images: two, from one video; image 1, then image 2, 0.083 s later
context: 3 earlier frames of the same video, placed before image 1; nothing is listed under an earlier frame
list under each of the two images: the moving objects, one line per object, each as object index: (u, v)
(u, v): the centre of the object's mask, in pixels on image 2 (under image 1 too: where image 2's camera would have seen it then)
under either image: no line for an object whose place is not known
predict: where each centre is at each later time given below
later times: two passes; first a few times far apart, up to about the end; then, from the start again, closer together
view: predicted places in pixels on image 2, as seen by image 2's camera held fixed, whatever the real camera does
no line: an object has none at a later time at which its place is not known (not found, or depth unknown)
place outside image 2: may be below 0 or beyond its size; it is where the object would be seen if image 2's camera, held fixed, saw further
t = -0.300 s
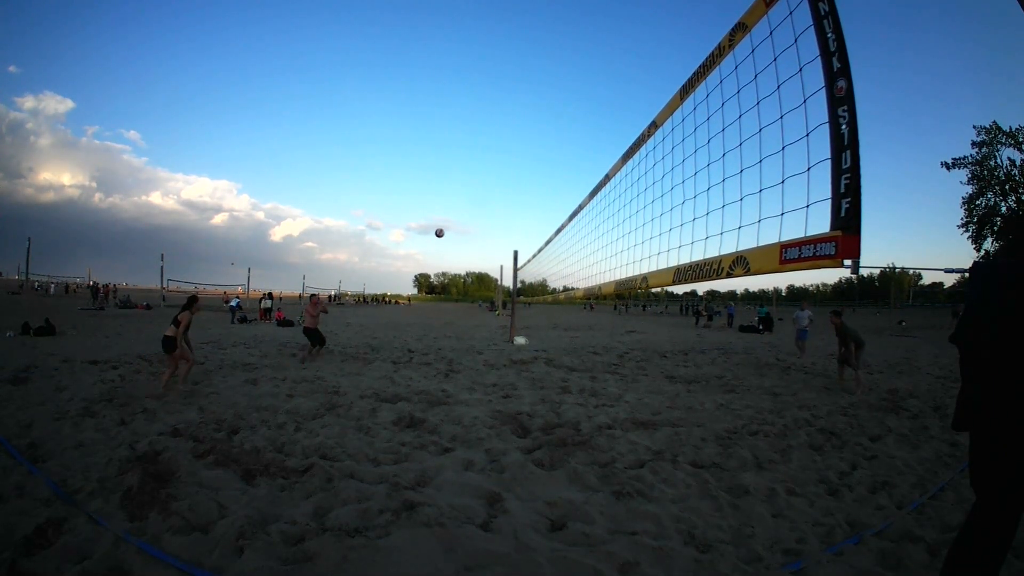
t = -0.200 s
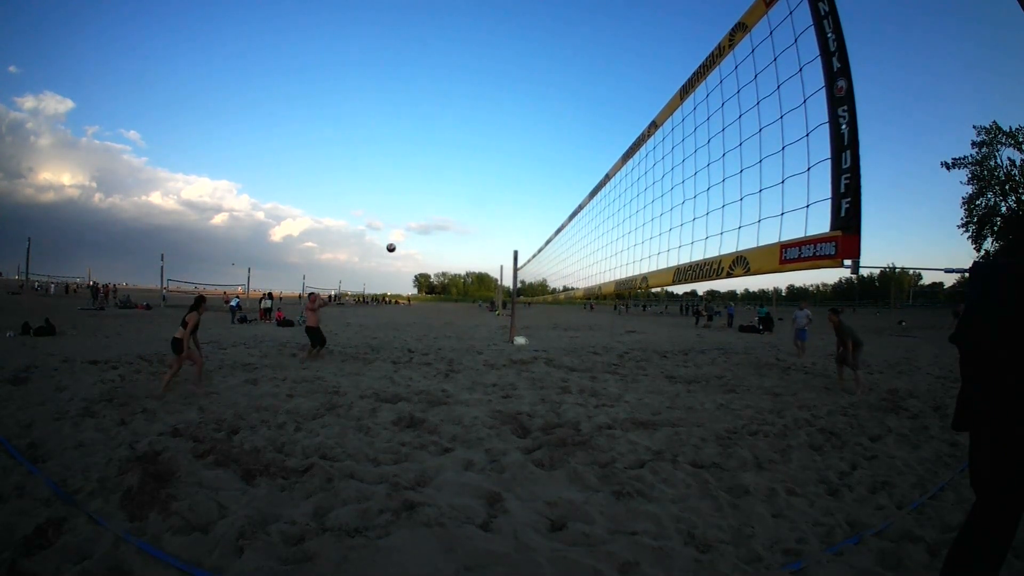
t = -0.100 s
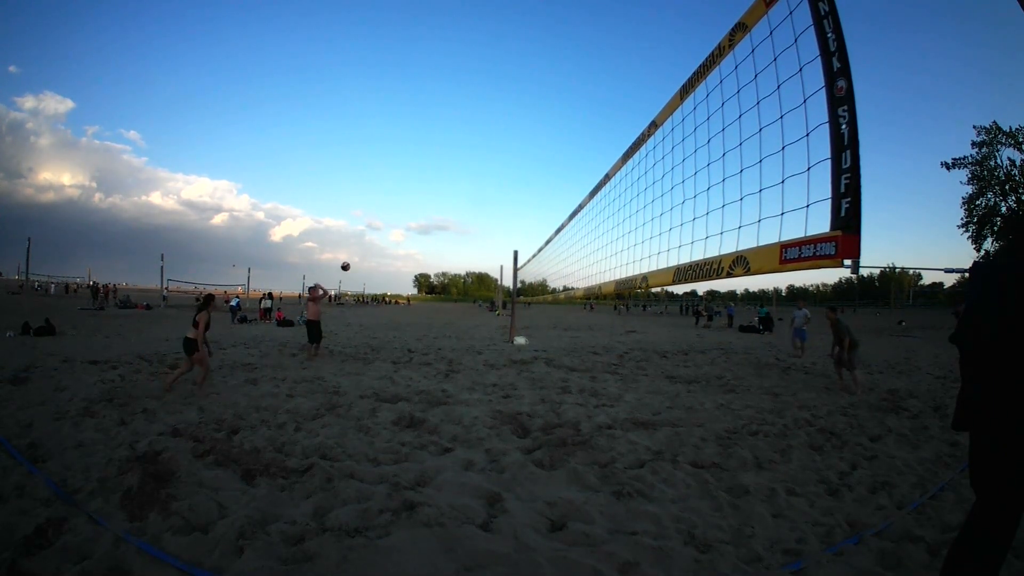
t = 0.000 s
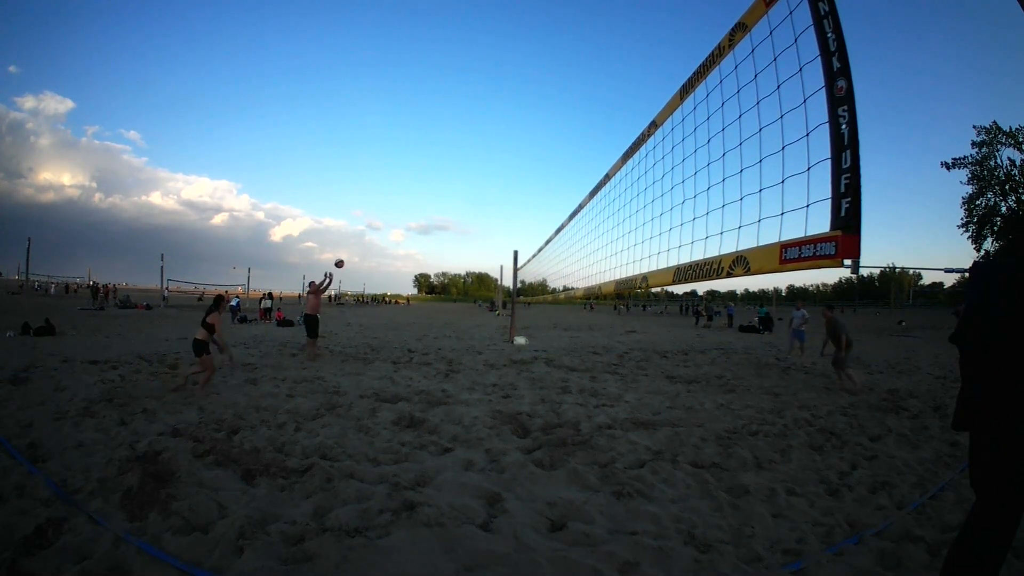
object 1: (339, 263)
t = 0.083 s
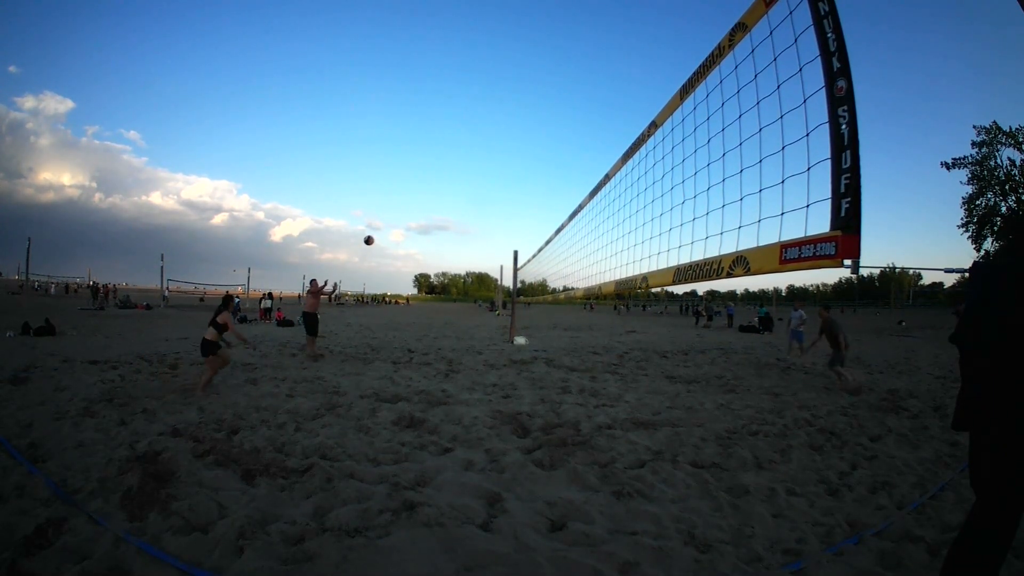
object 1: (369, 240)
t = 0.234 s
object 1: (431, 204)
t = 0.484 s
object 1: (554, 164)
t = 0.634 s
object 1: (637, 158)
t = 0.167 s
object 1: (402, 219)
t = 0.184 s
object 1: (409, 215)
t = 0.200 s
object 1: (416, 211)
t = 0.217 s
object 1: (424, 208)
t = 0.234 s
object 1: (431, 204)
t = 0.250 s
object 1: (438, 201)
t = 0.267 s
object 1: (446, 197)
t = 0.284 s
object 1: (454, 194)
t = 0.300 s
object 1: (461, 191)
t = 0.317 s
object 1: (470, 188)
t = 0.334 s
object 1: (478, 185)
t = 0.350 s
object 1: (486, 182)
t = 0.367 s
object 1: (494, 179)
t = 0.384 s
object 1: (502, 177)
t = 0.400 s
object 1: (511, 174)
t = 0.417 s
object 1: (519, 172)
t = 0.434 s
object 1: (528, 170)
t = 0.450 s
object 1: (537, 168)
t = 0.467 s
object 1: (545, 166)
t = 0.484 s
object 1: (554, 164)
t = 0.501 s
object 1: (563, 163)
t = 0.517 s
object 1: (572, 161)
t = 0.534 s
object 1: (581, 160)
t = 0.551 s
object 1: (590, 159)
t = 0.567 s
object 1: (600, 158)
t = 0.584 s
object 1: (609, 158)
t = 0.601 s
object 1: (616, 156)
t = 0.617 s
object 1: (630, 160)
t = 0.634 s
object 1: (637, 158)
